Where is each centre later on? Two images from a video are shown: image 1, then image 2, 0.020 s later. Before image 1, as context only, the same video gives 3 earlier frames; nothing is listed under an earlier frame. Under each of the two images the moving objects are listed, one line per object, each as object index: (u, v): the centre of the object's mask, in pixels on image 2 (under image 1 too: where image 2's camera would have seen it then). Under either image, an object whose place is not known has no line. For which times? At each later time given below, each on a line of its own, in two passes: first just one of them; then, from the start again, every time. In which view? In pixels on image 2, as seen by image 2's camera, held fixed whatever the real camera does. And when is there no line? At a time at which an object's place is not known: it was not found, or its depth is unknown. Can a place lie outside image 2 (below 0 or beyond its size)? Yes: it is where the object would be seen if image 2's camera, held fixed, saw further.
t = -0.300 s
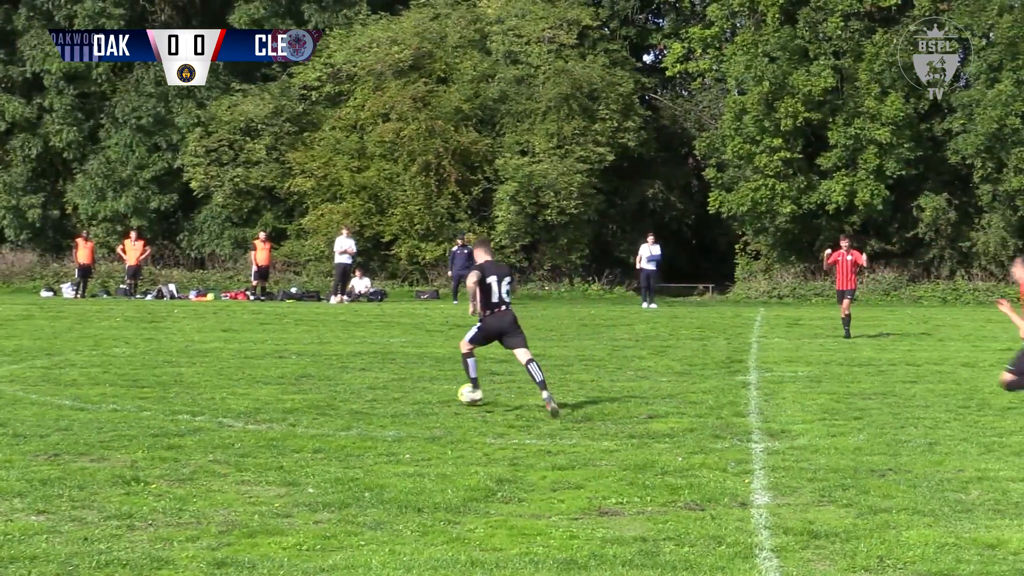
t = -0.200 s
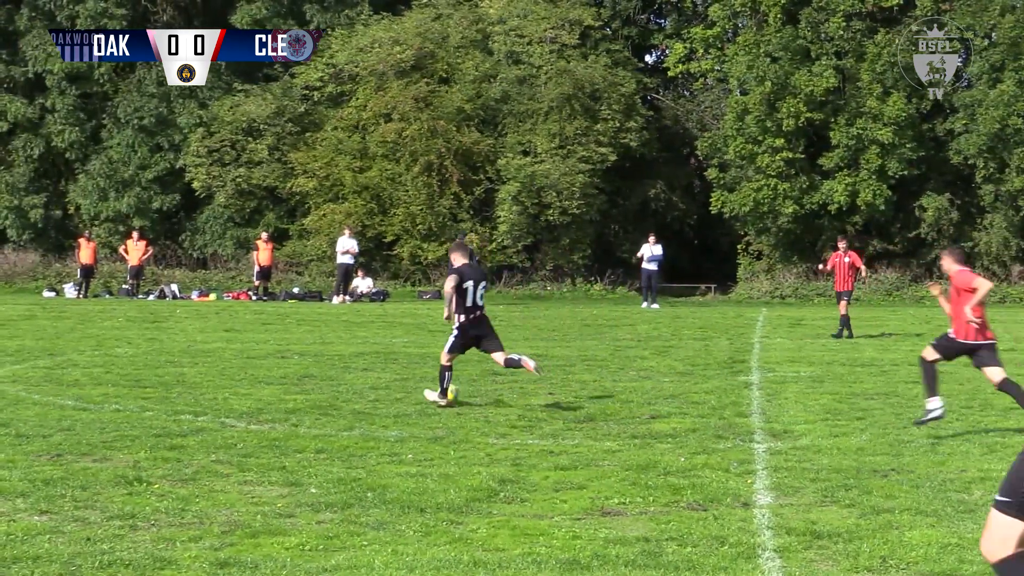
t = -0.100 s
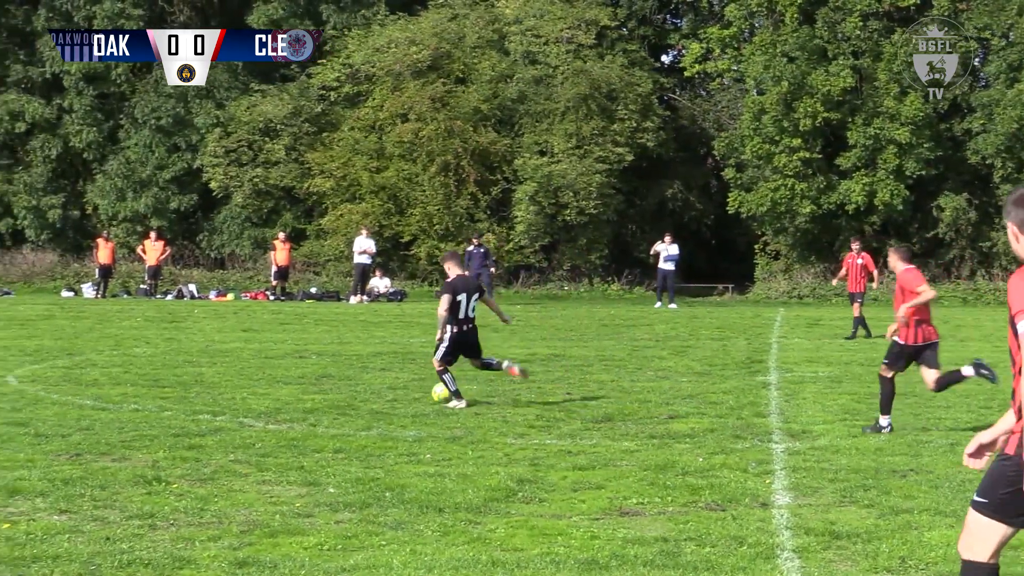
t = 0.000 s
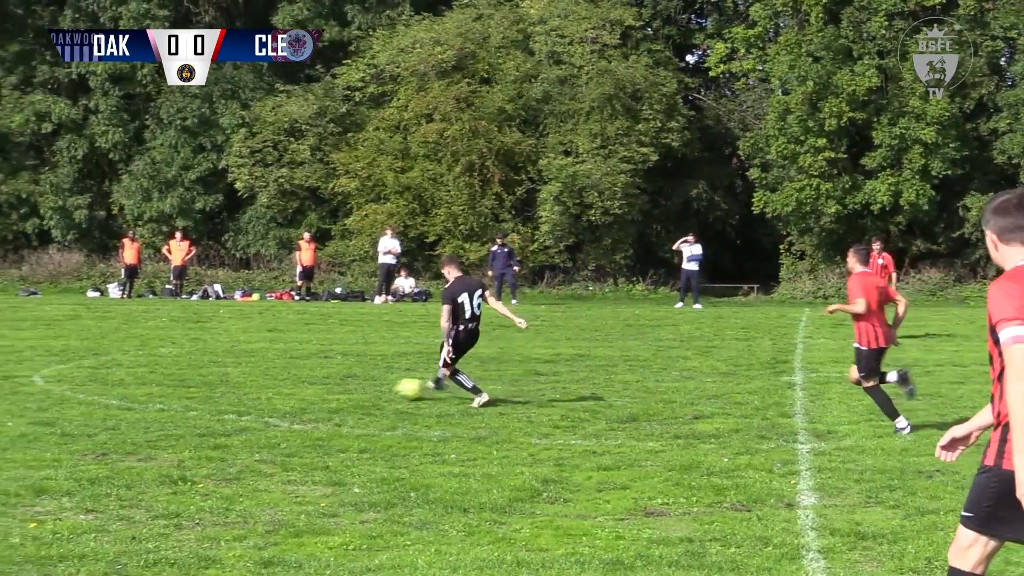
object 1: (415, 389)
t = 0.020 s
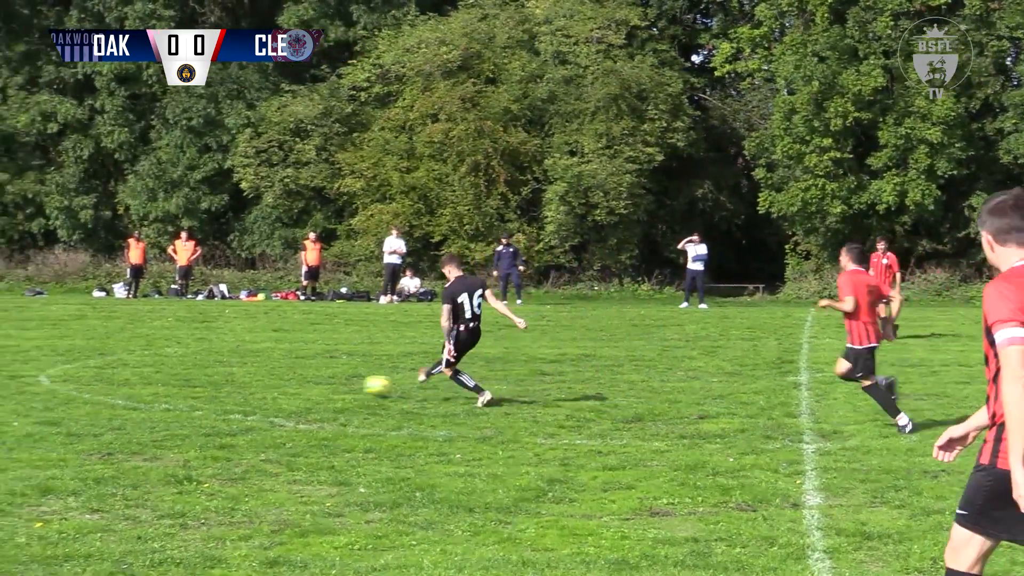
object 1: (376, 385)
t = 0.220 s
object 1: (30, 373)
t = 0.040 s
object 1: (340, 382)
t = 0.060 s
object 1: (303, 381)
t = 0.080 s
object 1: (267, 379)
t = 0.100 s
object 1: (233, 377)
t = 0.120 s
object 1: (197, 376)
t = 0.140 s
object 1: (162, 376)
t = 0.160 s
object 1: (128, 377)
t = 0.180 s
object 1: (94, 377)
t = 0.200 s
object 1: (61, 376)
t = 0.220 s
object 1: (30, 373)
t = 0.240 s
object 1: (0, 369)
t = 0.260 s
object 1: (-31, 365)
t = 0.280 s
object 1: (-61, 362)
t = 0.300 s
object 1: (-93, 361)
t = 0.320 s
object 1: (-125, 360)
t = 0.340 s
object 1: (-160, 357)
